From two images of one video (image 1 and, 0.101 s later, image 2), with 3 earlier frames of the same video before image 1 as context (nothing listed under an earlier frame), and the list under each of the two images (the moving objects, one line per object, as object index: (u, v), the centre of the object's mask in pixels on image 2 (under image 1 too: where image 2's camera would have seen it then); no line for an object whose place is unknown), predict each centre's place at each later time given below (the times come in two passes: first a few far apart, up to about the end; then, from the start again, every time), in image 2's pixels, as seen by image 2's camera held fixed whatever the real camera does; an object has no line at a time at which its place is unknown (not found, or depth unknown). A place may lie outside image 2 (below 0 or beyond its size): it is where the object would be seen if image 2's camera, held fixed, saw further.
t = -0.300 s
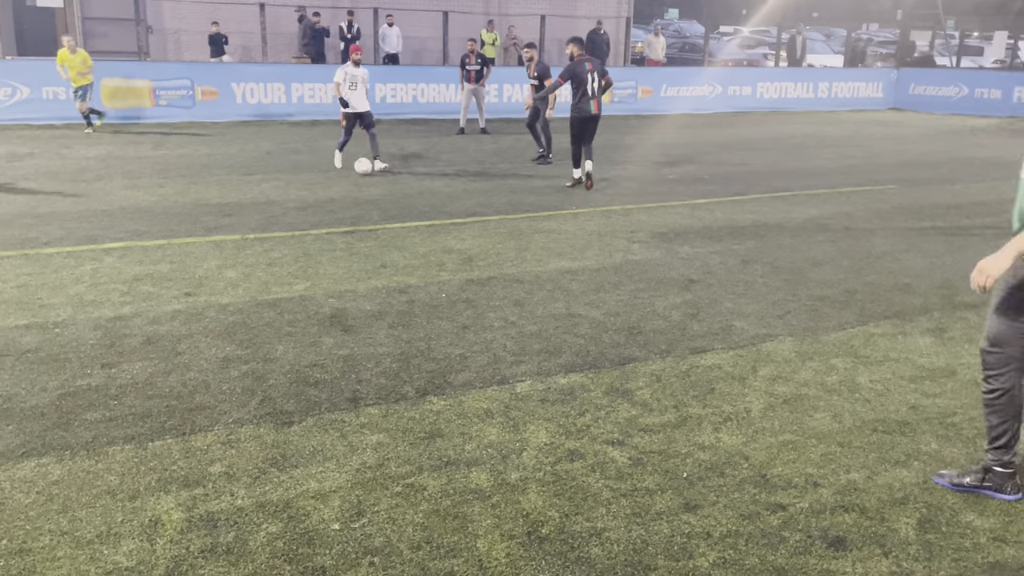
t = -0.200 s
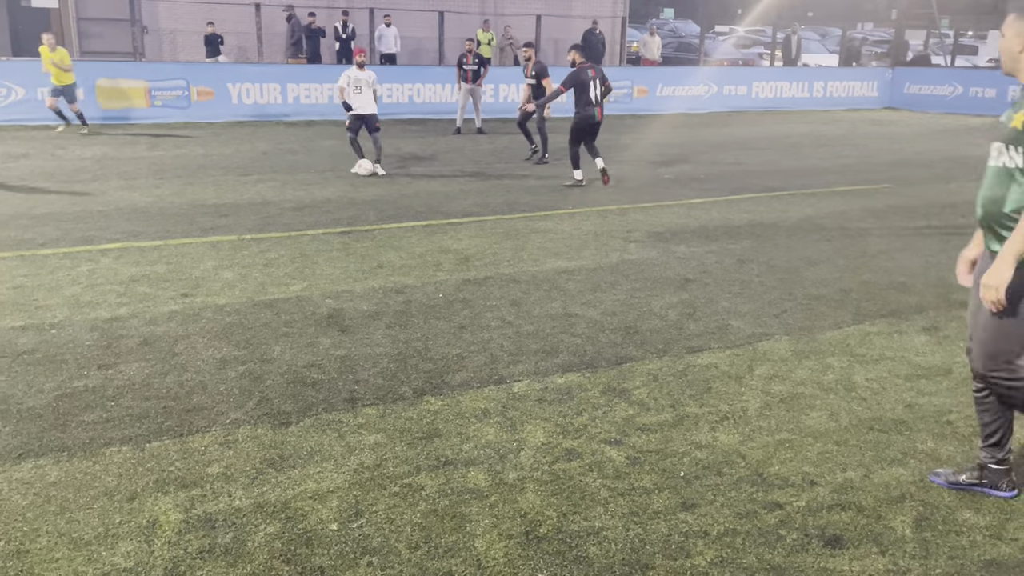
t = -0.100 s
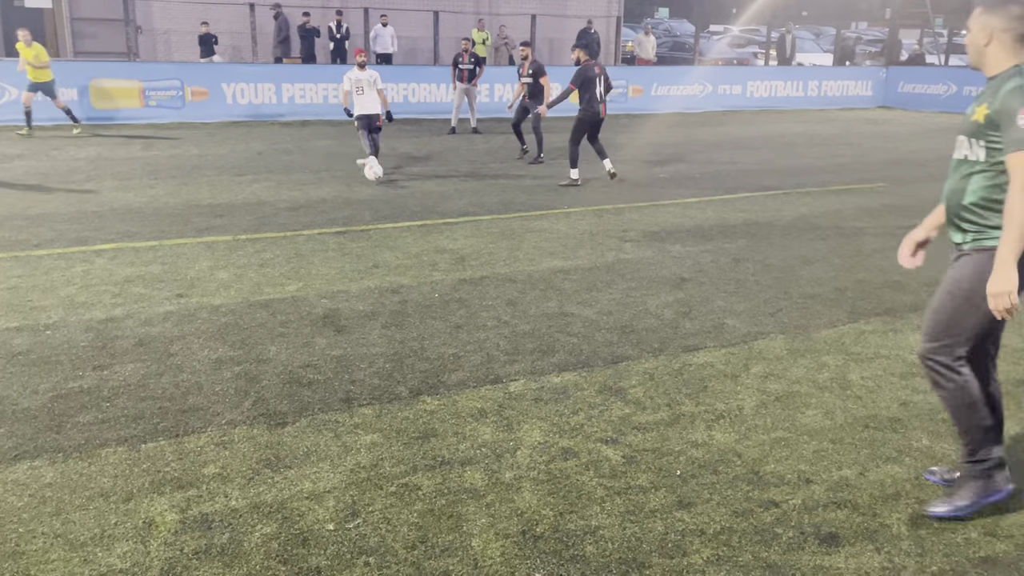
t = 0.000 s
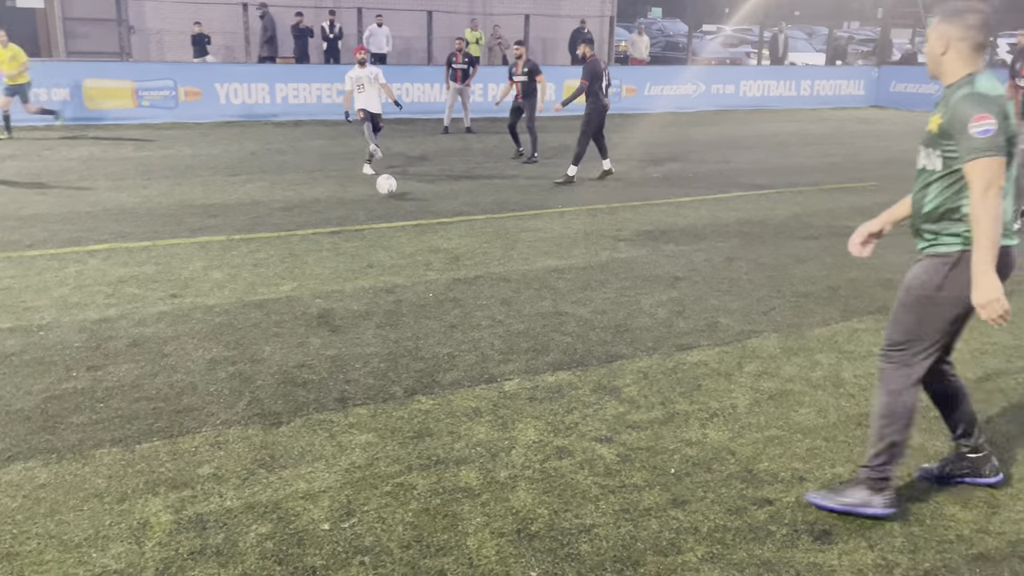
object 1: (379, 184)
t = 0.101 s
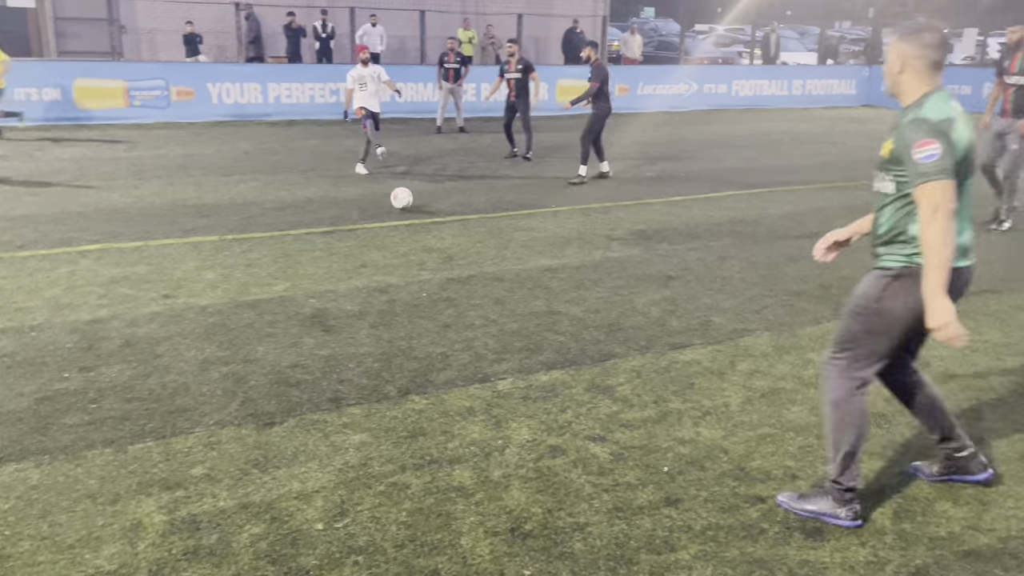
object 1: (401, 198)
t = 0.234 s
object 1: (436, 215)
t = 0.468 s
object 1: (511, 256)
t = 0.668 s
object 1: (596, 301)
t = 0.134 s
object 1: (409, 200)
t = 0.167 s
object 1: (417, 204)
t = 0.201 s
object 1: (426, 209)
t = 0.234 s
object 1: (436, 215)
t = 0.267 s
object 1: (445, 223)
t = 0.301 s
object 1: (455, 231)
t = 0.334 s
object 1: (465, 233)
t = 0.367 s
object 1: (475, 236)
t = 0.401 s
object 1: (487, 241)
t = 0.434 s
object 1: (498, 247)
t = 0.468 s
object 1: (511, 256)
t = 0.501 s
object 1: (524, 267)
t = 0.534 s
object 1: (538, 277)
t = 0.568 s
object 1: (551, 279)
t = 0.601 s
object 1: (565, 284)
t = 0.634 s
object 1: (580, 291)
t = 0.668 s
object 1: (596, 301)
